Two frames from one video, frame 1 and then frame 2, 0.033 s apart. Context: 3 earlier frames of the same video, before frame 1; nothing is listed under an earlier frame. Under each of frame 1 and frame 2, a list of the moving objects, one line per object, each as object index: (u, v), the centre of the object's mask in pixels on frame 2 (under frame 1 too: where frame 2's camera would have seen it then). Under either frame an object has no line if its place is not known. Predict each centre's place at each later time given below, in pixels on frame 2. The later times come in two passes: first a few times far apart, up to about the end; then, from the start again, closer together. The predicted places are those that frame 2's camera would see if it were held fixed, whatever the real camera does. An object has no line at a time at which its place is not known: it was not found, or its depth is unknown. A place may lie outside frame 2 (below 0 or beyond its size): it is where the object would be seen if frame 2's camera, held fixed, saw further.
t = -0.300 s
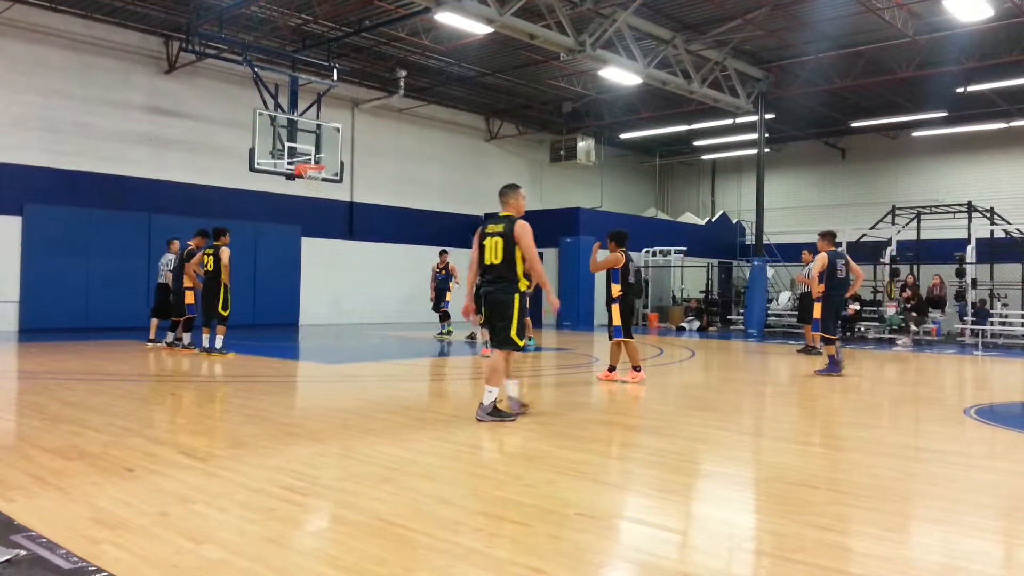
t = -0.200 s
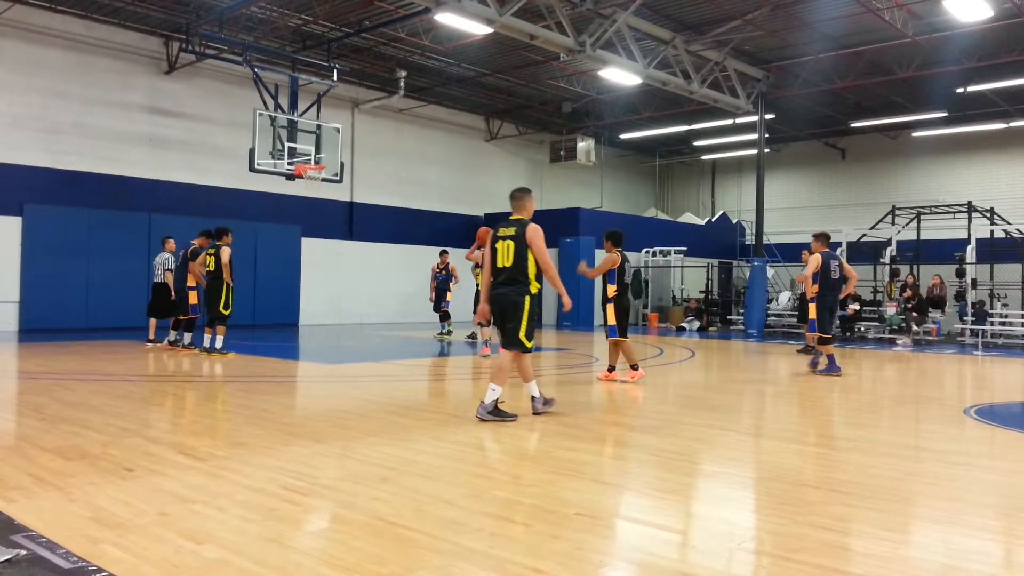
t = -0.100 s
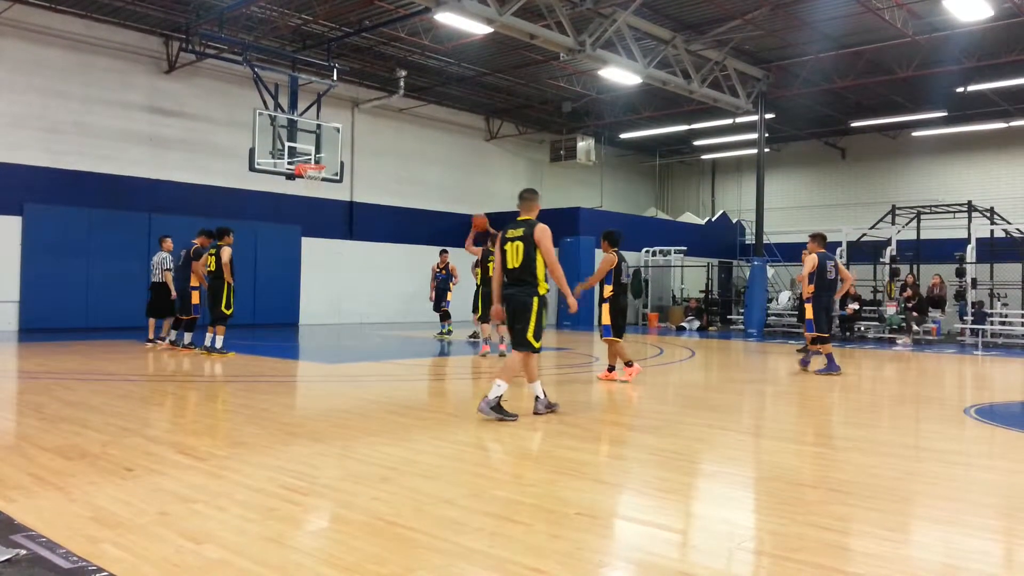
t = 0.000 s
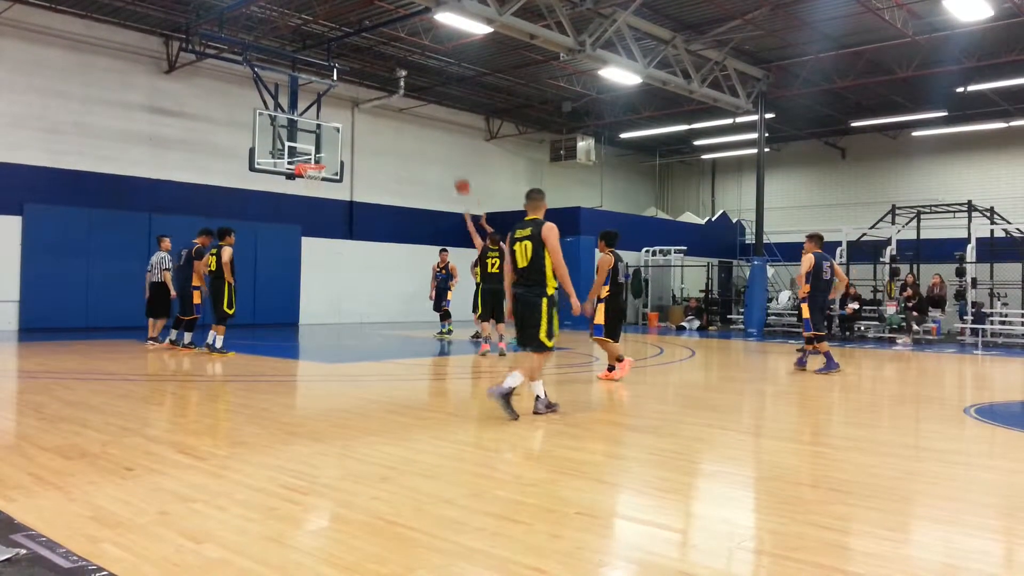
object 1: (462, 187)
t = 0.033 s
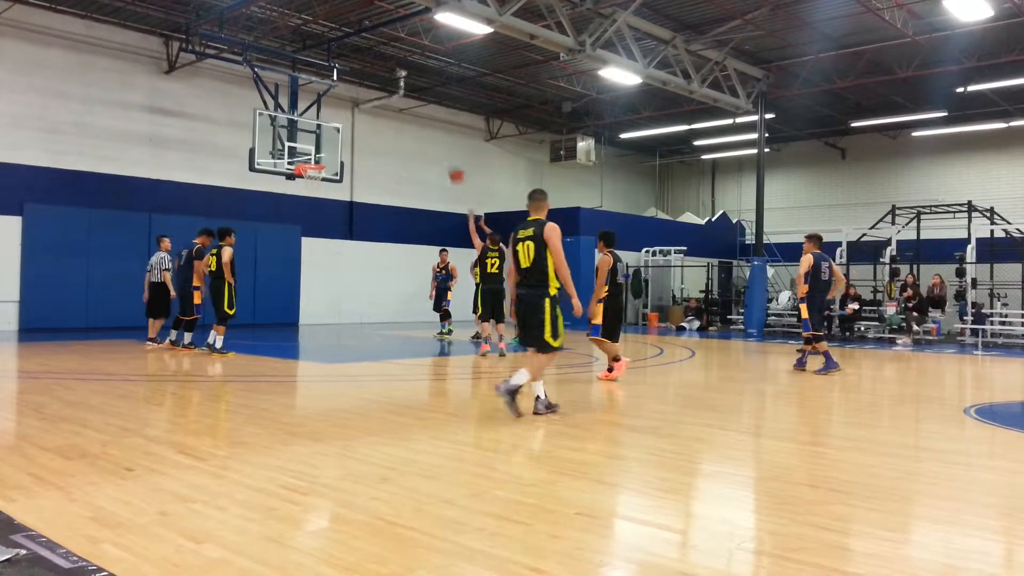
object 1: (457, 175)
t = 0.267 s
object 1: (416, 118)
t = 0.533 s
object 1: (372, 98)
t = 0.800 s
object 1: (332, 120)
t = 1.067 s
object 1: (314, 151)
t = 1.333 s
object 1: (356, 127)
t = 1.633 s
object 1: (406, 146)
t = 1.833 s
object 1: (439, 190)
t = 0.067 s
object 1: (451, 164)
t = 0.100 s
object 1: (445, 154)
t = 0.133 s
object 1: (438, 146)
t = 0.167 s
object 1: (433, 138)
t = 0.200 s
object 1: (427, 131)
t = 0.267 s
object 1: (416, 118)
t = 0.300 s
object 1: (409, 113)
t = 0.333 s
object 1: (404, 109)
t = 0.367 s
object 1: (398, 104)
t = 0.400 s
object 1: (393, 103)
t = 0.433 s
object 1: (386, 102)
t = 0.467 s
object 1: (381, 100)
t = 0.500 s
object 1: (376, 99)
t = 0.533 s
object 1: (372, 98)
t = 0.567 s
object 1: (366, 99)
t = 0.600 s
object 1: (361, 99)
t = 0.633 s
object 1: (358, 101)
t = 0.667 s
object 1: (351, 104)
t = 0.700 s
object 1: (347, 108)
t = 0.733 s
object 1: (342, 112)
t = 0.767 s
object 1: (340, 114)
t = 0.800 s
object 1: (332, 120)
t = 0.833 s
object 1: (328, 126)
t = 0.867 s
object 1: (323, 132)
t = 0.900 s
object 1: (319, 138)
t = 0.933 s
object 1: (315, 145)
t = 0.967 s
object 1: (310, 152)
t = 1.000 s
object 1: (305, 158)
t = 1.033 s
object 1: (309, 157)
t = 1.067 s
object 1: (314, 151)
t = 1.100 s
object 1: (320, 146)
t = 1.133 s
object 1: (324, 142)
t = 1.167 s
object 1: (329, 138)
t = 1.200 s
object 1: (335, 134)
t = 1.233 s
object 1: (340, 132)
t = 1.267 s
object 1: (345, 130)
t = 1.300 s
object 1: (351, 128)
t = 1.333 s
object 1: (356, 127)
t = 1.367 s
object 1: (362, 127)
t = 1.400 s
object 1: (367, 127)
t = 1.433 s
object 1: (373, 127)
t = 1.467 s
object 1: (379, 129)
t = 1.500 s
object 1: (384, 131)
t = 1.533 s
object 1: (390, 134)
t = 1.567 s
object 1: (395, 138)
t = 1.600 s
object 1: (401, 142)
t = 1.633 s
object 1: (406, 146)
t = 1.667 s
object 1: (412, 152)
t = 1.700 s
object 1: (417, 158)
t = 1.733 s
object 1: (422, 165)
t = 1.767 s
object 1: (428, 173)
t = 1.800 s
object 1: (434, 181)
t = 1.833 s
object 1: (439, 190)
